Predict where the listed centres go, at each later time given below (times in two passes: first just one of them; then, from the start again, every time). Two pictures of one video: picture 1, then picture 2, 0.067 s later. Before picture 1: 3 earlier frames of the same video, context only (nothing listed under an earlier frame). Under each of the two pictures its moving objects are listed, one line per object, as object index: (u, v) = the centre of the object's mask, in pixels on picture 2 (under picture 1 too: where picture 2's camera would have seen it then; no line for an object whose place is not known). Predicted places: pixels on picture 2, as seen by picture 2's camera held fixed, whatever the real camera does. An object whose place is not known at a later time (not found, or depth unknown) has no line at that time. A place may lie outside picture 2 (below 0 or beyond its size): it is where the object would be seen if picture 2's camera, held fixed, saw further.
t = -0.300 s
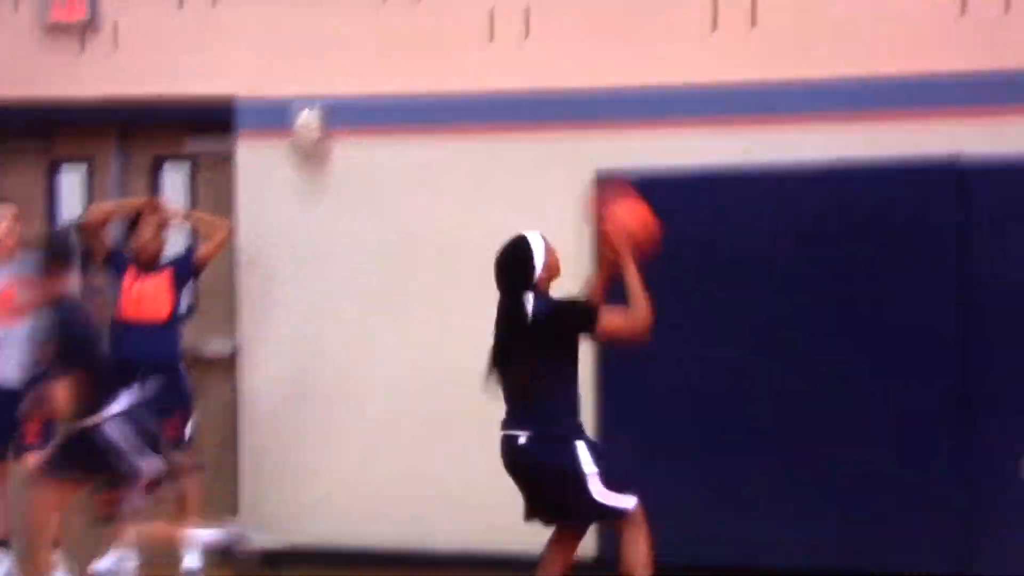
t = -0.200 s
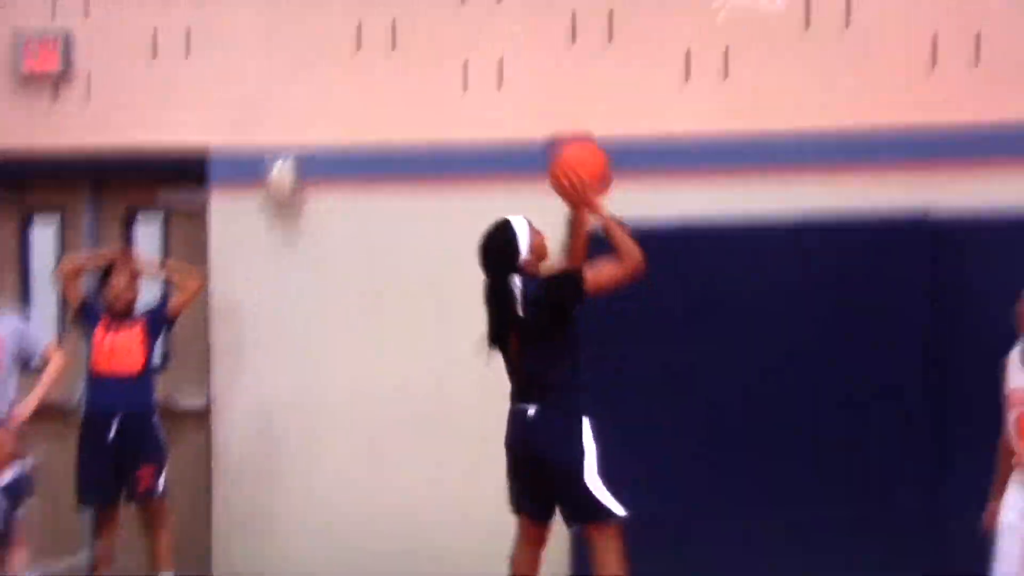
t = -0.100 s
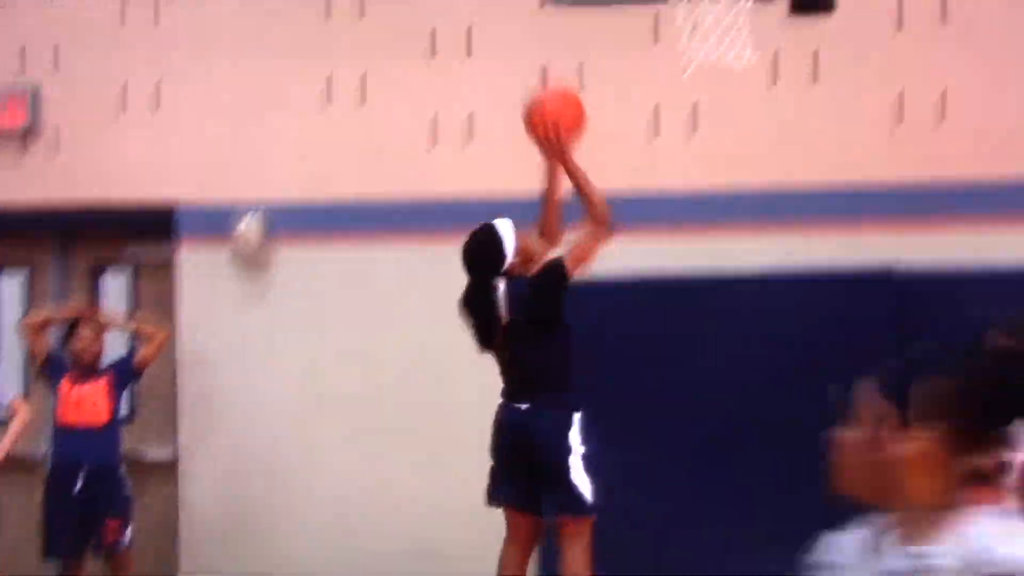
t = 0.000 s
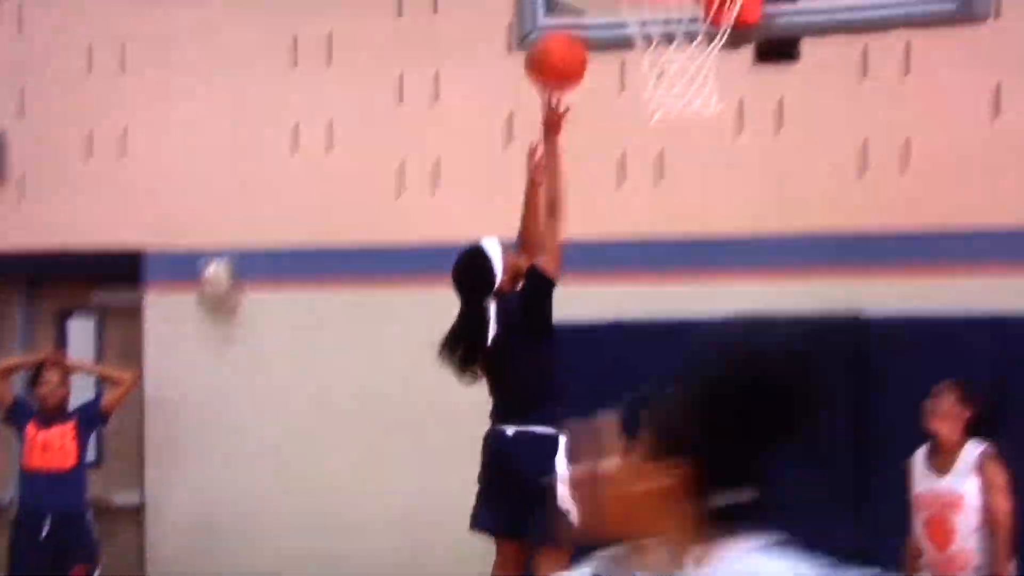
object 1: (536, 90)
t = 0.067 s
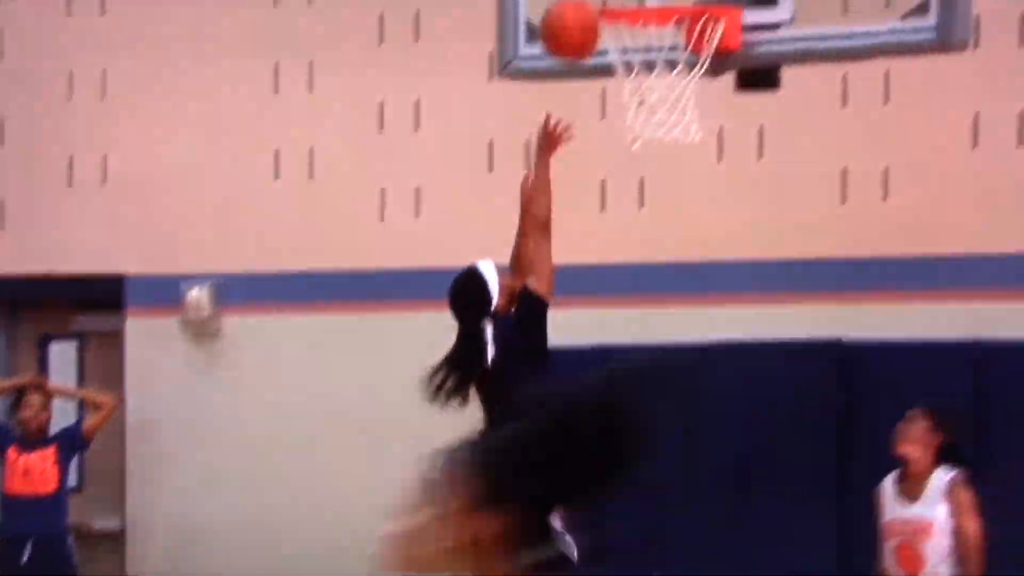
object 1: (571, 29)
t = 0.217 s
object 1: (641, -37)
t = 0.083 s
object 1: (579, 17)
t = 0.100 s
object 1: (587, 9)
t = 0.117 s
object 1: (595, -1)
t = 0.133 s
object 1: (604, -8)
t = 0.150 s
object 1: (613, -15)
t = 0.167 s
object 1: (622, -22)
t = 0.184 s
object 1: (630, -28)
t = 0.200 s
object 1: (638, -33)
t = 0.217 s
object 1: (641, -37)
